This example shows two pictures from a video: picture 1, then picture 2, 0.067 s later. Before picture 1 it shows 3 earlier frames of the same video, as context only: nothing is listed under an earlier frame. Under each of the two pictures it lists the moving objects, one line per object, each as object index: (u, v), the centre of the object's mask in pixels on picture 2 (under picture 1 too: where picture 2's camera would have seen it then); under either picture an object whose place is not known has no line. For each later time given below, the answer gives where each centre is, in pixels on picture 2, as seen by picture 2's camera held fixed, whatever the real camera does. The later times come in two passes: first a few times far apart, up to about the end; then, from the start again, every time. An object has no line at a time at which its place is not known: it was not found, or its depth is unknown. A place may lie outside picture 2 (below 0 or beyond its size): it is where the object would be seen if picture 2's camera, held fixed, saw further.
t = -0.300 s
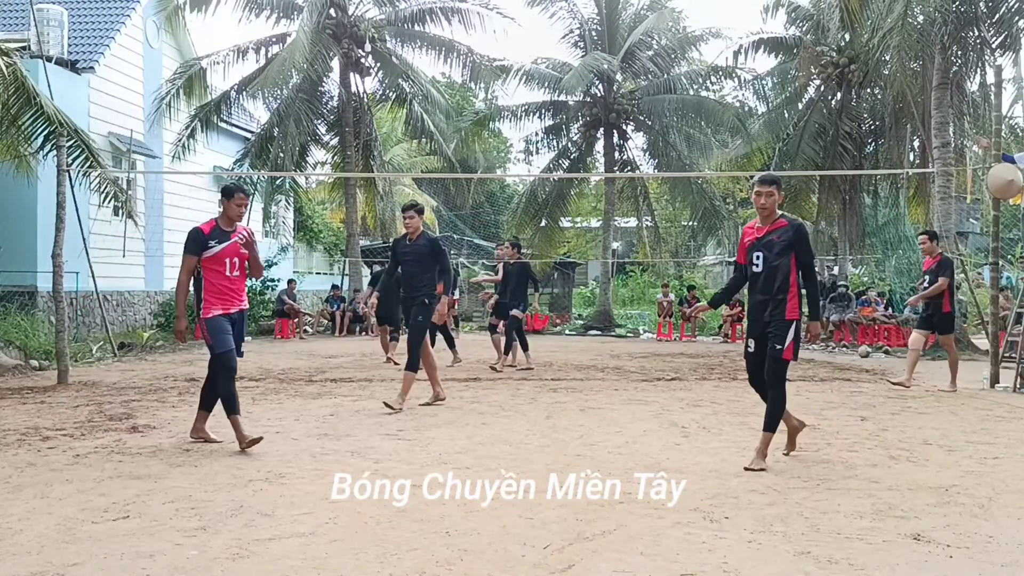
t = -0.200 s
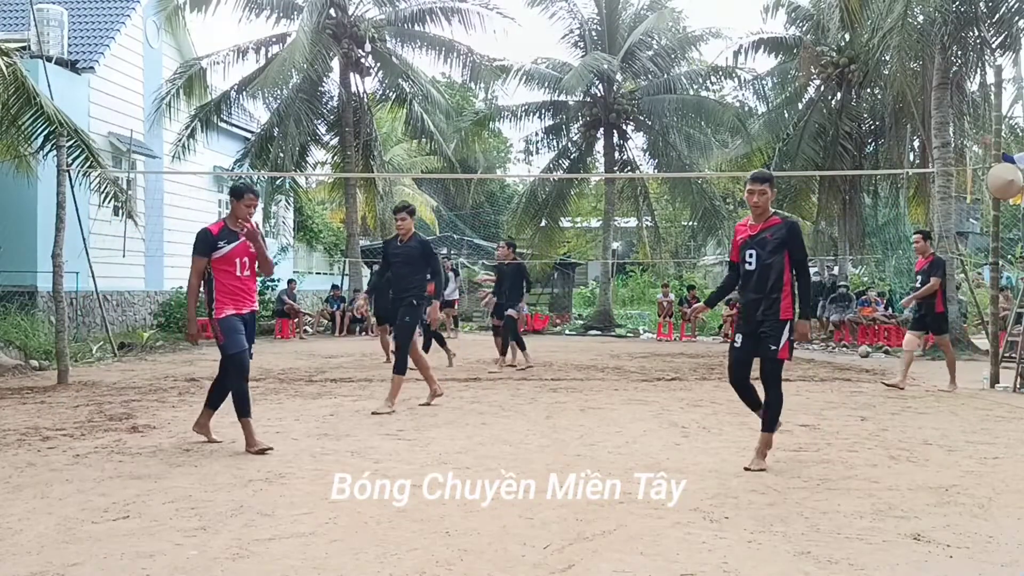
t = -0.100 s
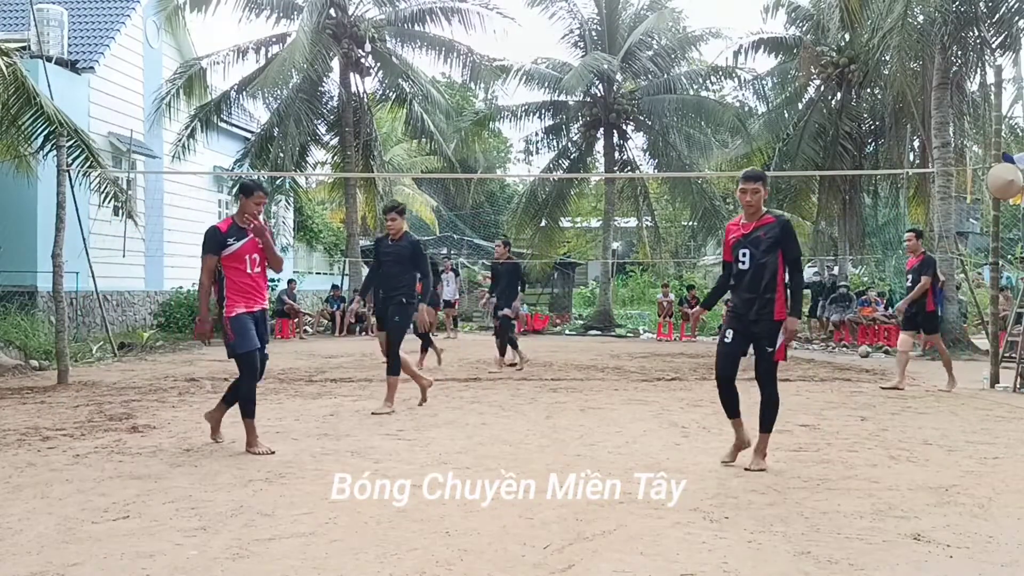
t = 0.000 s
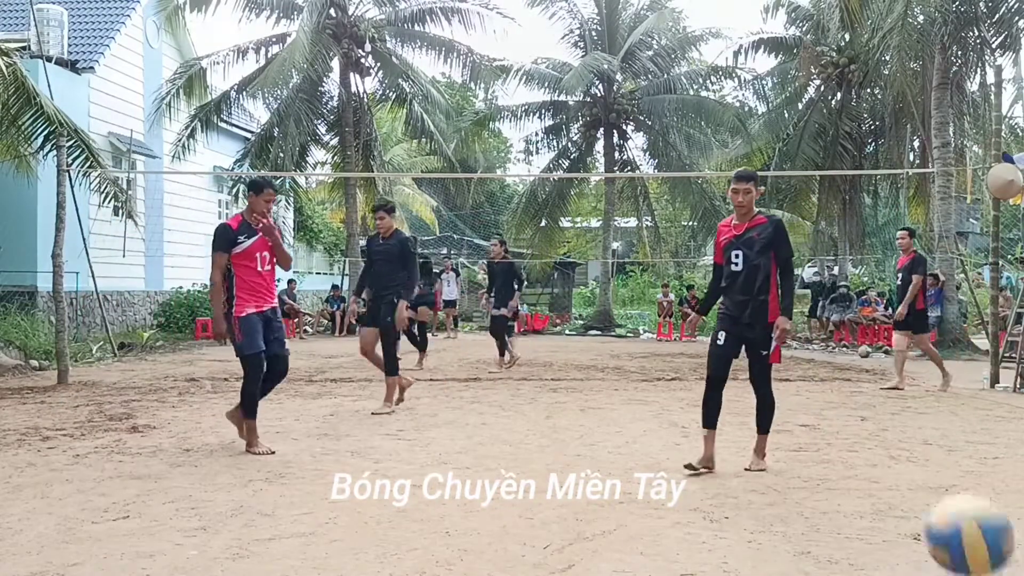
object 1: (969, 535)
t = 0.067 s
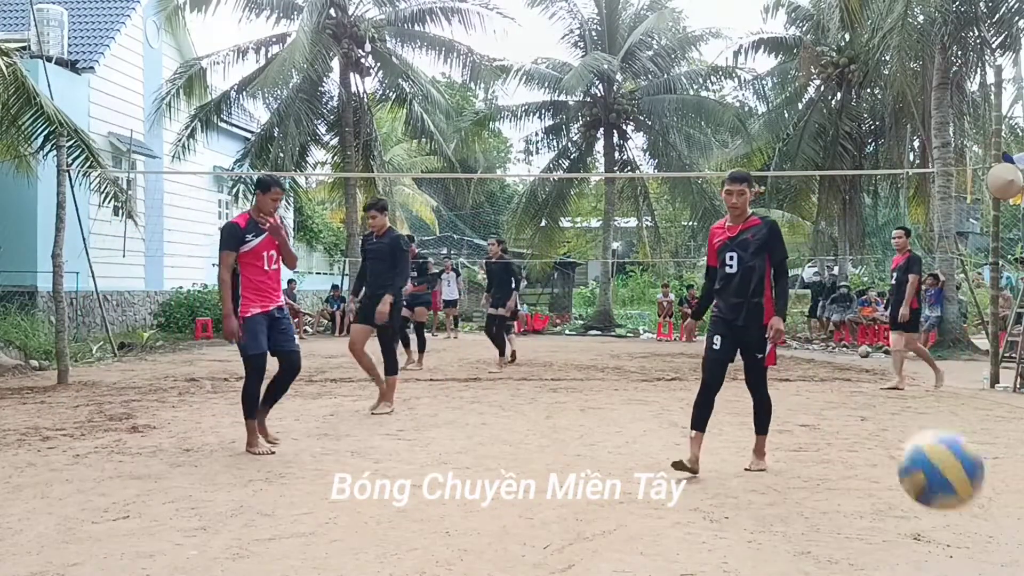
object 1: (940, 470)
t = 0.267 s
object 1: (866, 387)
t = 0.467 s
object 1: (809, 438)
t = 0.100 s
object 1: (928, 445)
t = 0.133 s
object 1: (914, 424)
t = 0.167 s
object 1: (901, 408)
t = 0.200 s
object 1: (887, 397)
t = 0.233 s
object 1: (878, 390)
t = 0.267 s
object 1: (866, 387)
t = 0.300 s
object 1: (856, 387)
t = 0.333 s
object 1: (846, 391)
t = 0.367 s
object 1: (836, 398)
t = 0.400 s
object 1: (826, 409)
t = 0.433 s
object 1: (818, 422)
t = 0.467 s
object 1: (809, 438)
